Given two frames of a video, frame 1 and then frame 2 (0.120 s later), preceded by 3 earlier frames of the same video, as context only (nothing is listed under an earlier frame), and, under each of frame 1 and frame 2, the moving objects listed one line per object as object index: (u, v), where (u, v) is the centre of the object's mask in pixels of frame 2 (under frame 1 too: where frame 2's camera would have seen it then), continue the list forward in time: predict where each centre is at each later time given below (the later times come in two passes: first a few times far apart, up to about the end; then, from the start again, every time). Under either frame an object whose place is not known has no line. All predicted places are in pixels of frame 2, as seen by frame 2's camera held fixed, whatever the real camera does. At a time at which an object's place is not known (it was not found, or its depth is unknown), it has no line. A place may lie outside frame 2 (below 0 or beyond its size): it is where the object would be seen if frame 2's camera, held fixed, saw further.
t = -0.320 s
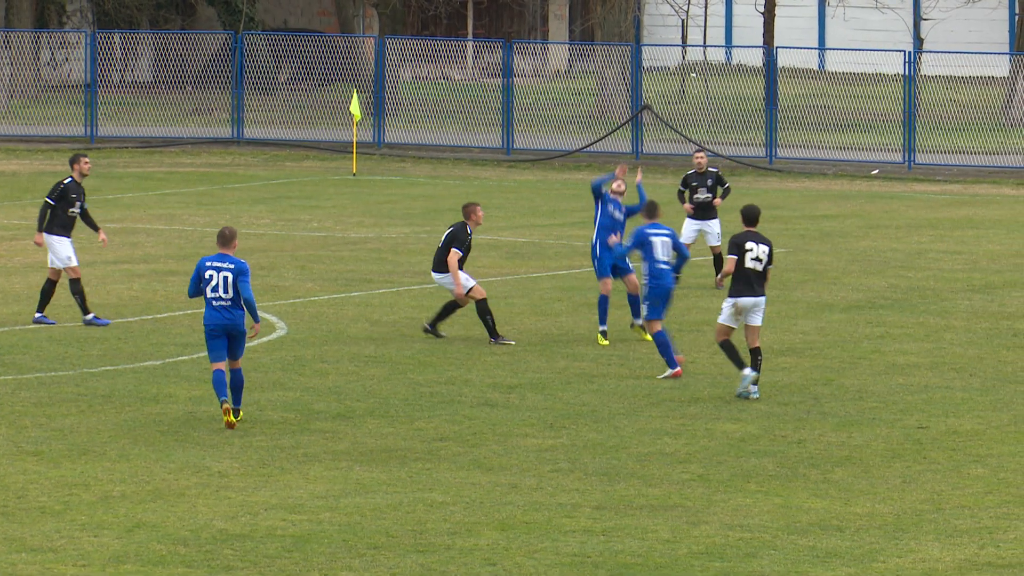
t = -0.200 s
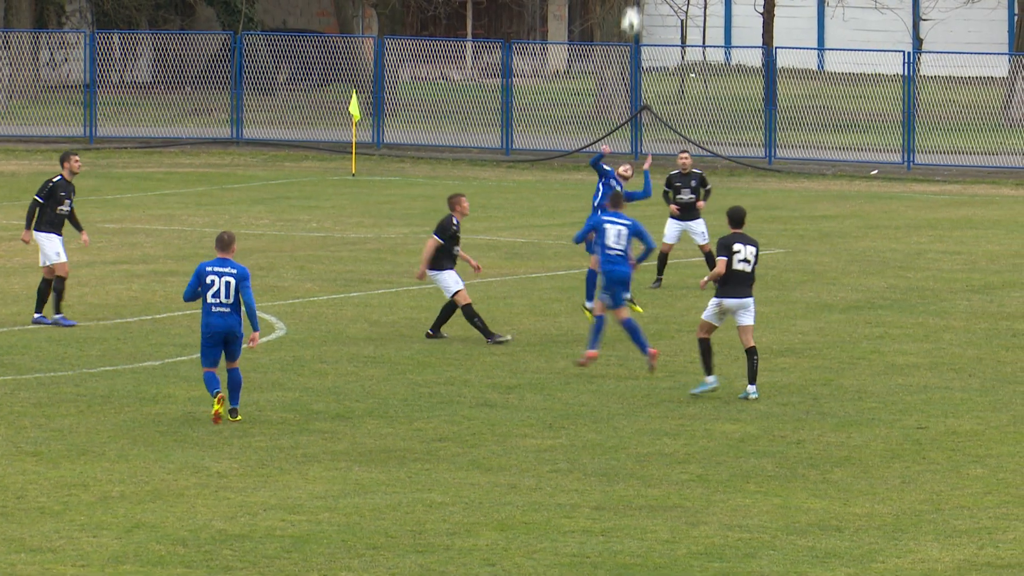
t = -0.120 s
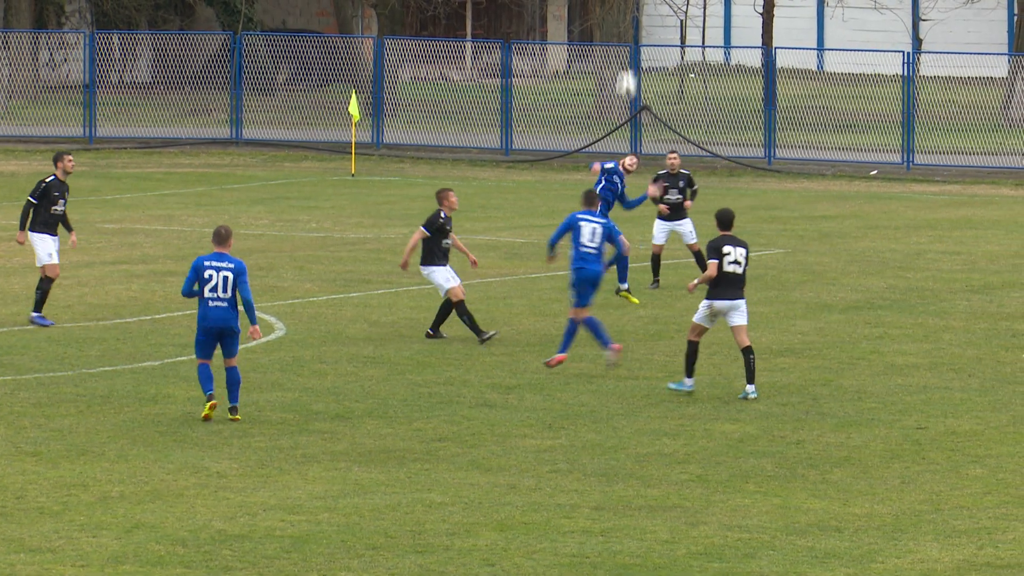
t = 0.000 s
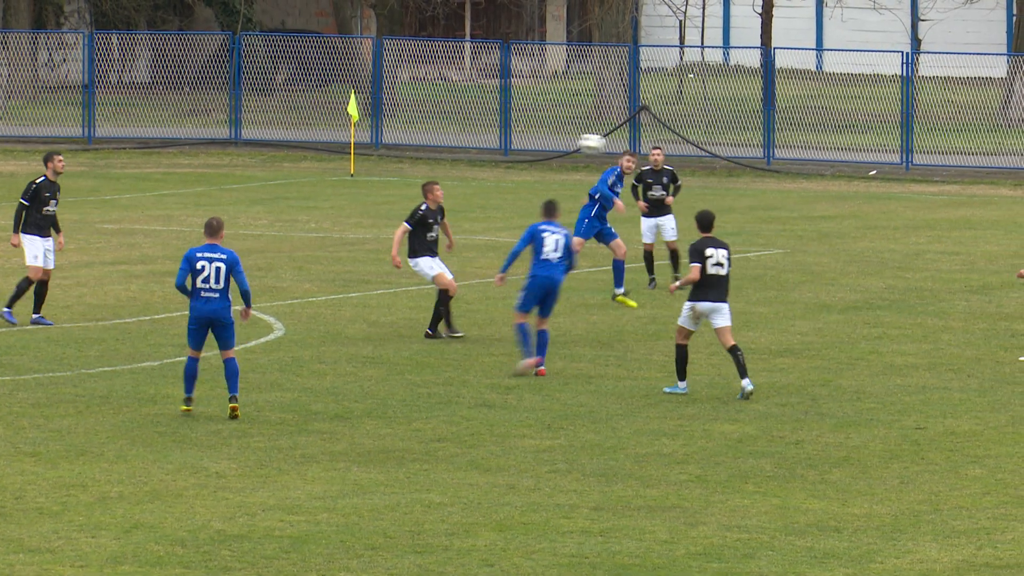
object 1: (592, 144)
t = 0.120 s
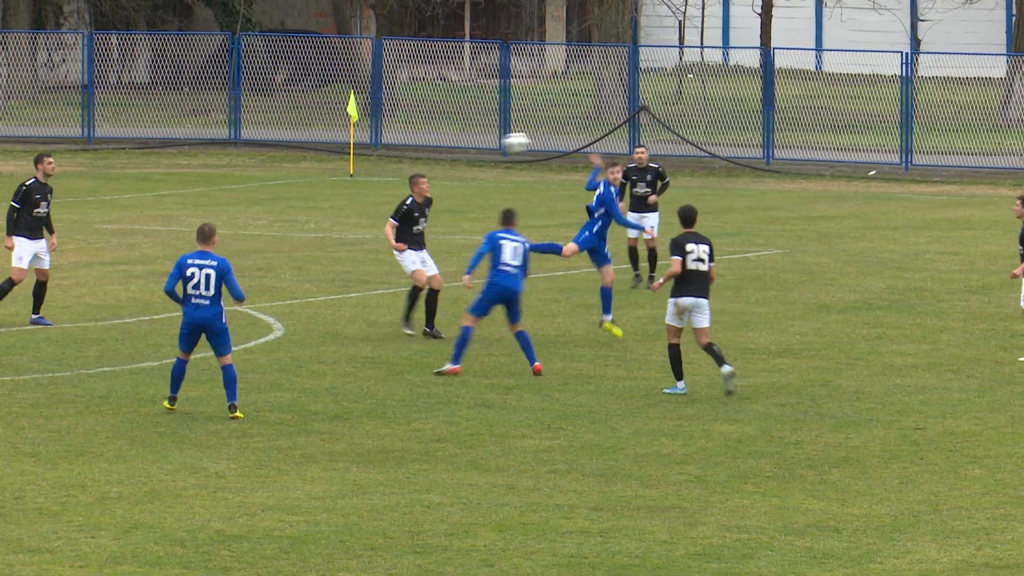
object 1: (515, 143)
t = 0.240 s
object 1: (441, 154)
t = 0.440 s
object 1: (315, 205)
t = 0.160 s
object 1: (491, 145)
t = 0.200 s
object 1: (466, 149)
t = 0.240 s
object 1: (441, 154)
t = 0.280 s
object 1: (415, 161)
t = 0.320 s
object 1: (390, 170)
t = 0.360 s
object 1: (365, 181)
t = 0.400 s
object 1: (340, 192)
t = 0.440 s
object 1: (315, 205)
